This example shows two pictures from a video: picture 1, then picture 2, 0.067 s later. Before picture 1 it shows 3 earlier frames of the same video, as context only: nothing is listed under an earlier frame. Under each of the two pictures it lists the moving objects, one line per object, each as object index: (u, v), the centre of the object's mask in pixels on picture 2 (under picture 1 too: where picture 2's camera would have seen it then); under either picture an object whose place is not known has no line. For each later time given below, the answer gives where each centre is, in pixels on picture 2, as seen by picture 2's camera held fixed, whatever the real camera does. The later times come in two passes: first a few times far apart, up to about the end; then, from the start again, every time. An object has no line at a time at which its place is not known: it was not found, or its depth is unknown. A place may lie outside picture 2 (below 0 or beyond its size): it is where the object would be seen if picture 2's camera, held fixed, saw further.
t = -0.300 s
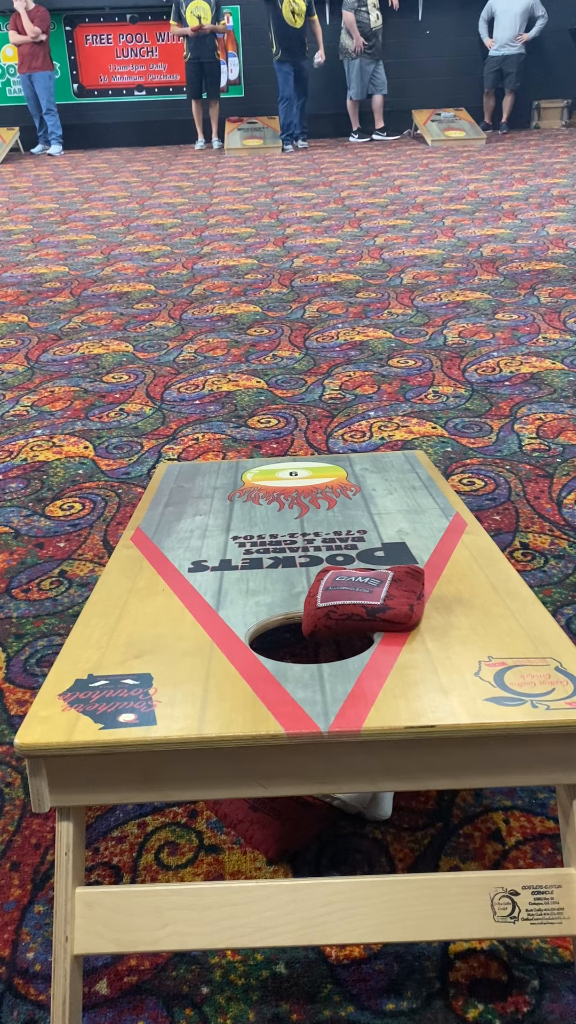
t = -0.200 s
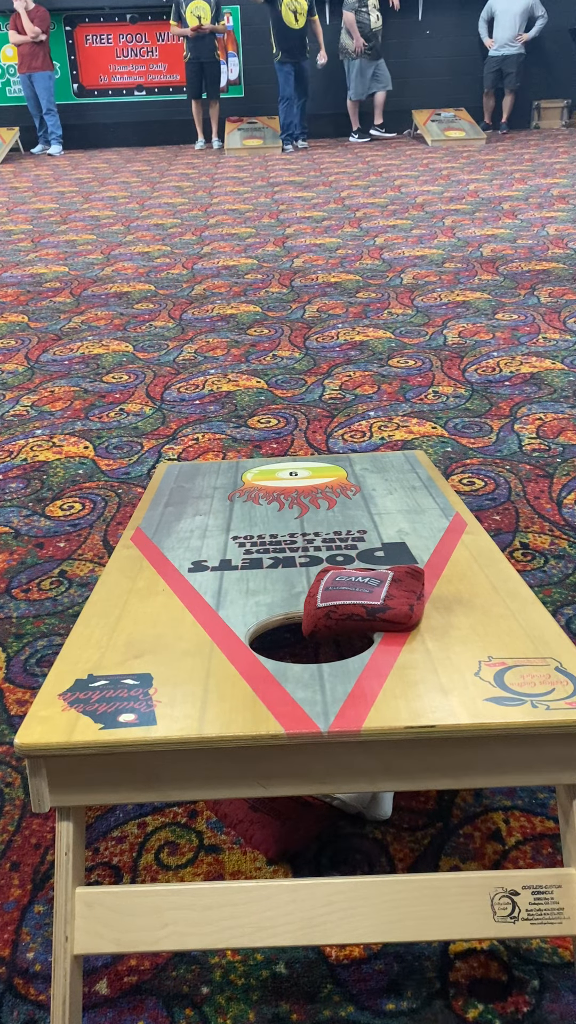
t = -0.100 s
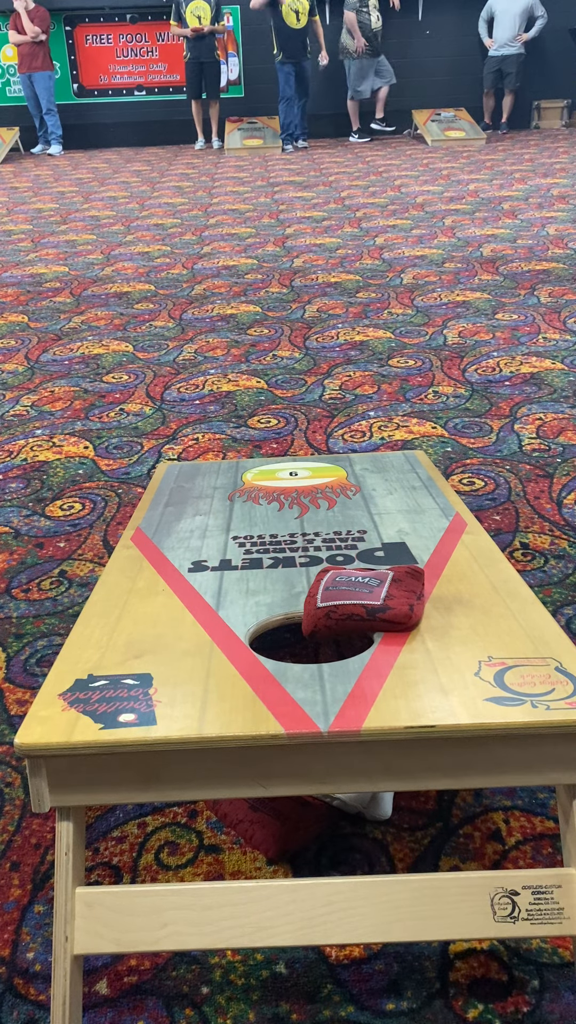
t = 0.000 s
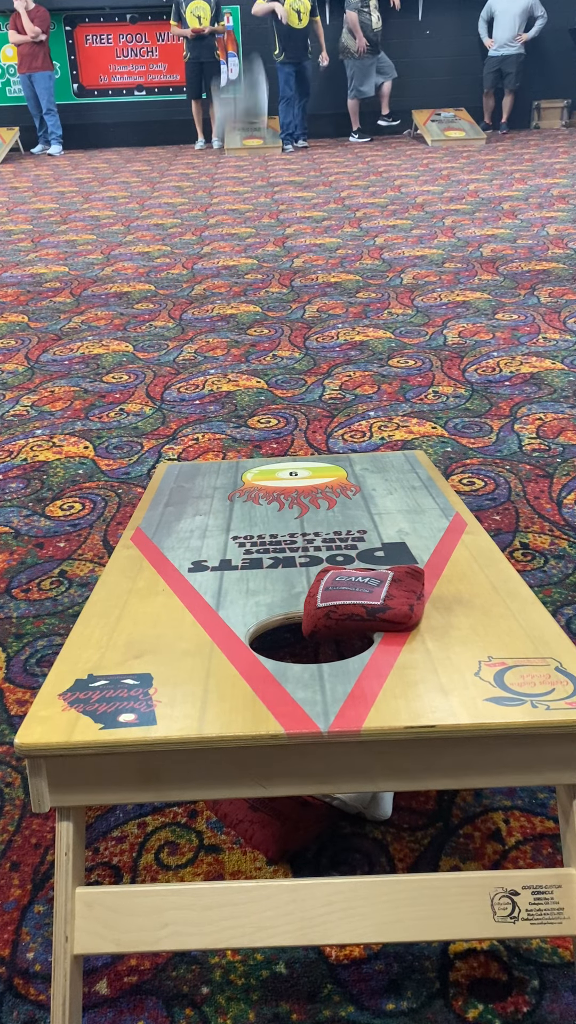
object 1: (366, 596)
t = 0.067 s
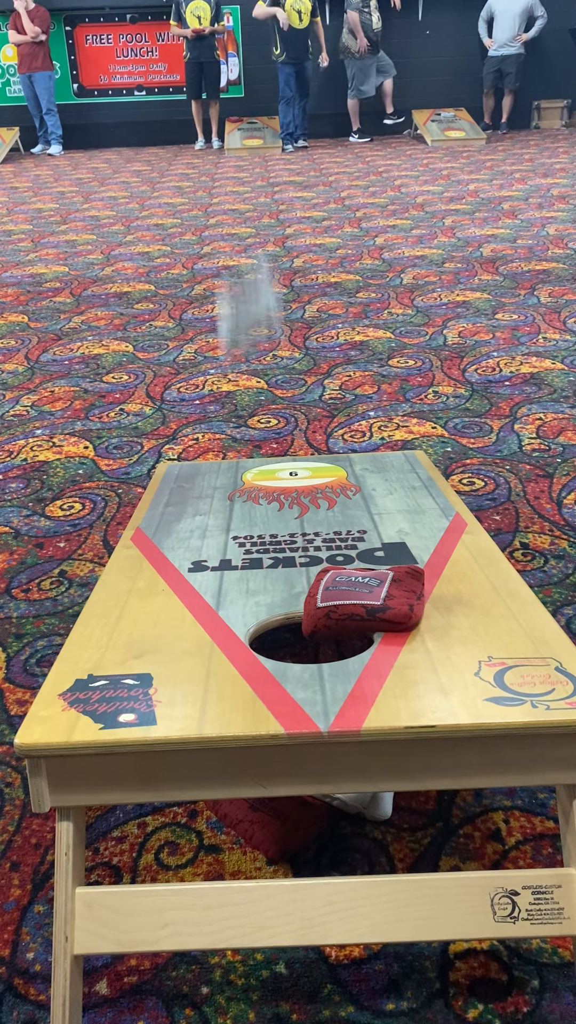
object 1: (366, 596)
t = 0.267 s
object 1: (366, 596)
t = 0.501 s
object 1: (371, 614)
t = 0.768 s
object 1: (370, 615)
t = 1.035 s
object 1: (370, 615)
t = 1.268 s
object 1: (370, 615)
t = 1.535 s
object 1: (370, 615)
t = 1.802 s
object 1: (370, 615)
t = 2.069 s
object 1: (370, 614)
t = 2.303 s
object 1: (370, 615)
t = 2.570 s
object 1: (370, 615)
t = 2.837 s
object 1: (370, 615)
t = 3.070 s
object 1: (370, 615)
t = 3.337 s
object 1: (370, 615)
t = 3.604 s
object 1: (370, 615)
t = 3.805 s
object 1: (370, 615)
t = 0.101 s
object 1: (366, 596)
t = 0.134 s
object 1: (366, 596)
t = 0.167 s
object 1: (366, 596)
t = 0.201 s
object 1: (366, 596)
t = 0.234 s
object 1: (366, 596)
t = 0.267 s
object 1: (366, 596)
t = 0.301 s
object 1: (366, 596)
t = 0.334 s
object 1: (364, 601)
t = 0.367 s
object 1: (366, 605)
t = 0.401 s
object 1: (370, 608)
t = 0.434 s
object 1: (373, 609)
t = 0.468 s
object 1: (372, 613)
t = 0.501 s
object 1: (371, 614)
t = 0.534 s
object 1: (370, 614)
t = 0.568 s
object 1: (370, 614)
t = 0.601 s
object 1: (370, 615)
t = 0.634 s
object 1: (370, 615)
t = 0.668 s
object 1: (370, 615)
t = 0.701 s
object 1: (370, 615)
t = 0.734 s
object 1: (370, 615)
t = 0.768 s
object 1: (370, 615)
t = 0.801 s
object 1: (370, 615)
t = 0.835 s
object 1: (370, 615)
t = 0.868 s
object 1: (370, 615)
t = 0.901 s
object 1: (370, 615)
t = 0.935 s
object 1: (370, 615)
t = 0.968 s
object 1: (370, 615)
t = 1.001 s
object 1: (370, 615)
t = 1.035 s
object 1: (370, 615)
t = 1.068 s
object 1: (370, 615)
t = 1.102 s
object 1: (370, 615)
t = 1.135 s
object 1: (370, 615)
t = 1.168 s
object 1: (370, 615)
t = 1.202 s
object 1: (370, 615)
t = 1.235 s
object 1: (370, 615)
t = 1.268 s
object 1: (370, 615)
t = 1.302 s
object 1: (370, 615)
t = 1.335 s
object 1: (370, 615)
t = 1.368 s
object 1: (370, 615)
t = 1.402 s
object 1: (370, 615)
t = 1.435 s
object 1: (370, 615)
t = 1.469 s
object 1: (370, 615)
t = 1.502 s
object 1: (370, 615)
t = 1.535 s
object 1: (370, 615)
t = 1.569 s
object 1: (370, 615)
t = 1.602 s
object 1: (370, 615)
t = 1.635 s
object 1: (370, 615)
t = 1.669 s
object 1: (370, 615)
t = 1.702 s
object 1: (370, 615)
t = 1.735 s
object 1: (370, 615)
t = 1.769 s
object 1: (370, 615)
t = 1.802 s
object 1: (370, 615)
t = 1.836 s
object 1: (370, 614)
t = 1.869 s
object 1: (370, 614)
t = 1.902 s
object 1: (370, 615)
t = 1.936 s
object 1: (370, 614)
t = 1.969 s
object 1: (370, 614)
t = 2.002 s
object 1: (370, 614)
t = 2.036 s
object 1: (370, 614)
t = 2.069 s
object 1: (370, 614)
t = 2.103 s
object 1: (370, 614)
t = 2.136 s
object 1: (370, 614)
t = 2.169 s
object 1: (370, 615)
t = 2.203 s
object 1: (370, 614)
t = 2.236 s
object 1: (370, 614)
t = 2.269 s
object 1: (370, 615)
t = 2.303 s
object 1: (370, 615)
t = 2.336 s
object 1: (370, 615)
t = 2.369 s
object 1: (370, 615)
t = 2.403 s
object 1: (370, 615)
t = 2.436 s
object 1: (370, 615)
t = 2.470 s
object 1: (370, 615)
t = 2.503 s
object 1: (370, 615)
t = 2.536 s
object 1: (370, 615)
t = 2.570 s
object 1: (370, 615)
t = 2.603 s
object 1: (370, 615)
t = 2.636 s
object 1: (370, 615)
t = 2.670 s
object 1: (370, 615)
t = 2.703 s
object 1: (370, 615)
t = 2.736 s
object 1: (370, 615)
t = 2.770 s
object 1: (370, 615)
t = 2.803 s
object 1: (370, 615)
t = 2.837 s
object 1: (370, 615)
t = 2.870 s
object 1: (370, 615)
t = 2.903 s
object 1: (370, 615)
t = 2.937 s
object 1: (370, 615)
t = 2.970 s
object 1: (370, 615)
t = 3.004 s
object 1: (370, 615)
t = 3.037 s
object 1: (370, 615)
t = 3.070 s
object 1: (370, 615)
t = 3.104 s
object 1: (370, 615)
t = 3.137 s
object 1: (370, 615)
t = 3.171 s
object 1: (370, 615)
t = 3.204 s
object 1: (370, 615)
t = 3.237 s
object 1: (370, 615)
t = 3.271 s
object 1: (370, 615)
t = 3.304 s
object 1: (370, 615)
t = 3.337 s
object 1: (370, 615)
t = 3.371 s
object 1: (370, 615)
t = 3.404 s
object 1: (370, 615)
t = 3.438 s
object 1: (370, 615)
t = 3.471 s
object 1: (370, 615)
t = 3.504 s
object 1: (370, 615)
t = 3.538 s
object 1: (370, 615)
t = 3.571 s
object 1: (370, 615)
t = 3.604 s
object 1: (370, 615)
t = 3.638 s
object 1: (370, 615)
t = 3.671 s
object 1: (370, 615)
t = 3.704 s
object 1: (370, 615)
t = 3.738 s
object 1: (370, 615)
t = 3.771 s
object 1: (370, 615)
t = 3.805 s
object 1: (370, 615)
